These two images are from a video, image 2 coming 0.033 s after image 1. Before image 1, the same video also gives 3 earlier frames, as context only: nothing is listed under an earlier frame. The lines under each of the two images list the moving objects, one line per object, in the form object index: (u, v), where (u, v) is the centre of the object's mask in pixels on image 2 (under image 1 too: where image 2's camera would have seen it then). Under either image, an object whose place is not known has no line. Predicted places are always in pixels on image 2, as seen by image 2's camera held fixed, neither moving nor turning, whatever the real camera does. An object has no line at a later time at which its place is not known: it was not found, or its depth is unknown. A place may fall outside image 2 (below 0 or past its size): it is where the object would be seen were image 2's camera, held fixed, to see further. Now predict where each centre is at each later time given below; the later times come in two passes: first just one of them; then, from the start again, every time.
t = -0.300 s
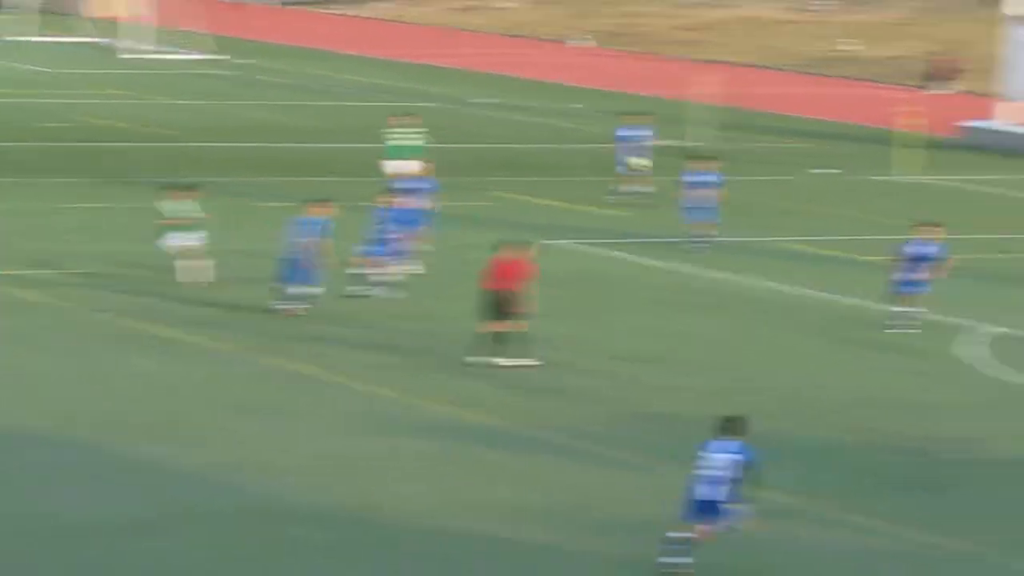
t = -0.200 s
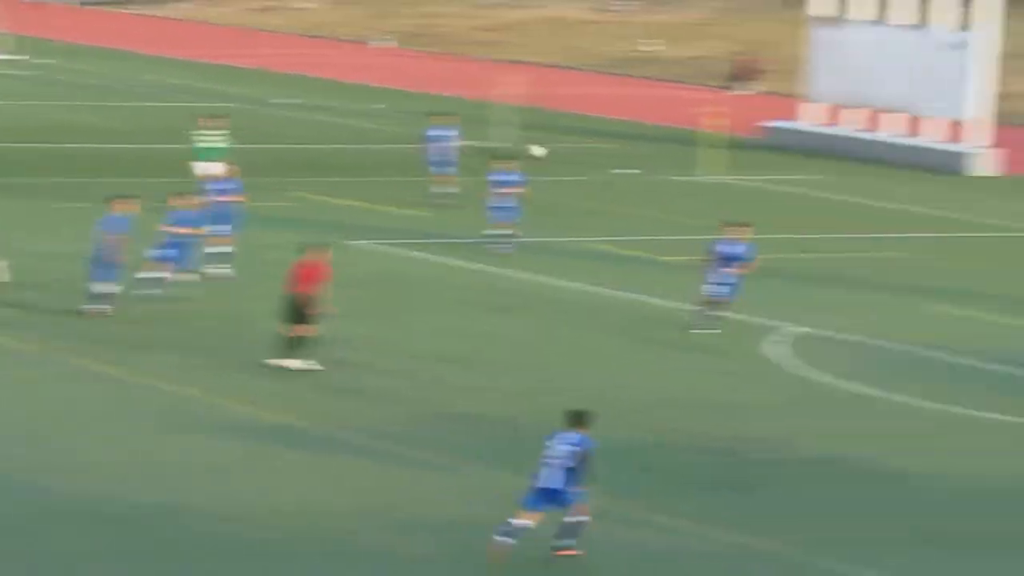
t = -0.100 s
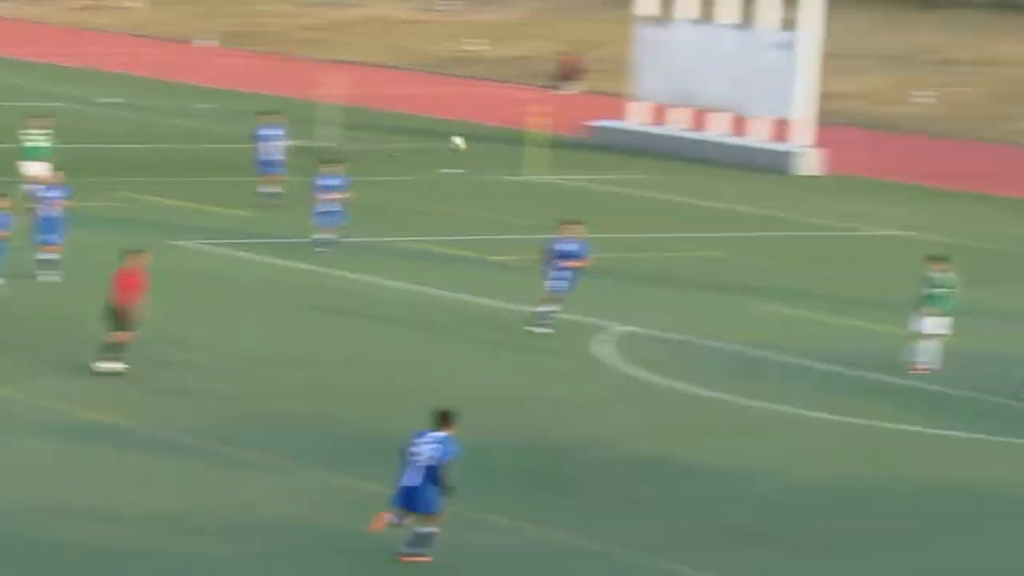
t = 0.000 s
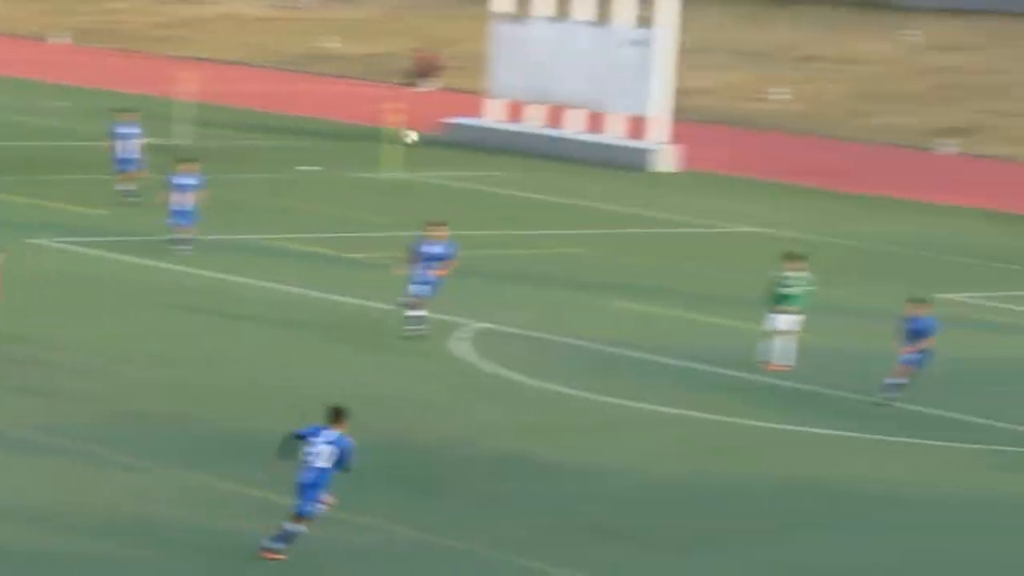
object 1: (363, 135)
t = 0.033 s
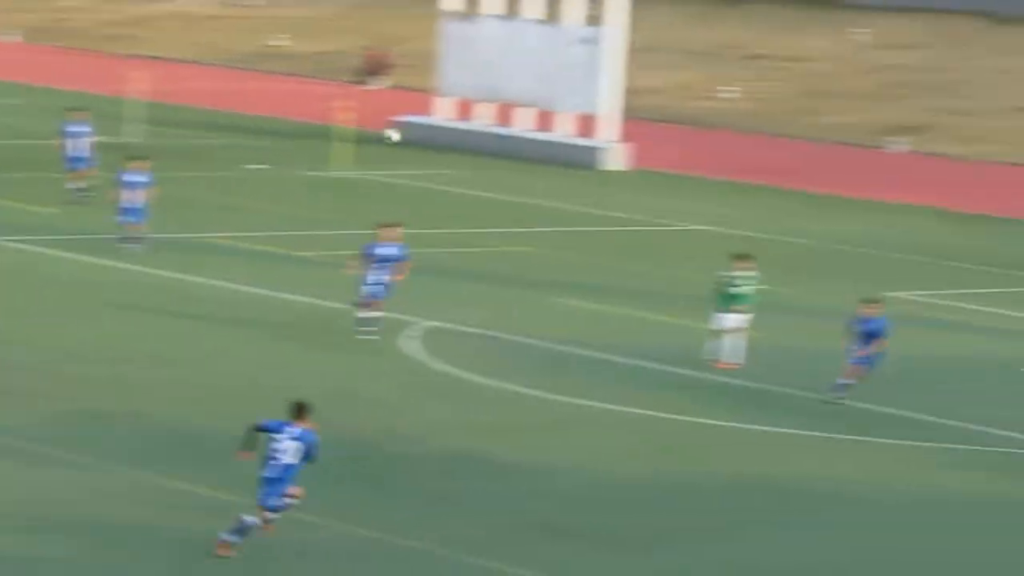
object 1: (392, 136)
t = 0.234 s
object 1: (582, 151)
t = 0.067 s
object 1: (422, 137)
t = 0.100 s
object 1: (451, 137)
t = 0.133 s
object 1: (483, 140)
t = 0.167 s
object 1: (516, 144)
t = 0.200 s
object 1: (550, 148)
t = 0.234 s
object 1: (582, 151)
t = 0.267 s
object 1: (615, 156)
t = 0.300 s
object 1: (650, 161)
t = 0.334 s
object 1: (683, 167)
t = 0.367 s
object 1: (715, 173)
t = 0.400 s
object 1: (748, 180)
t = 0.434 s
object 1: (781, 187)
